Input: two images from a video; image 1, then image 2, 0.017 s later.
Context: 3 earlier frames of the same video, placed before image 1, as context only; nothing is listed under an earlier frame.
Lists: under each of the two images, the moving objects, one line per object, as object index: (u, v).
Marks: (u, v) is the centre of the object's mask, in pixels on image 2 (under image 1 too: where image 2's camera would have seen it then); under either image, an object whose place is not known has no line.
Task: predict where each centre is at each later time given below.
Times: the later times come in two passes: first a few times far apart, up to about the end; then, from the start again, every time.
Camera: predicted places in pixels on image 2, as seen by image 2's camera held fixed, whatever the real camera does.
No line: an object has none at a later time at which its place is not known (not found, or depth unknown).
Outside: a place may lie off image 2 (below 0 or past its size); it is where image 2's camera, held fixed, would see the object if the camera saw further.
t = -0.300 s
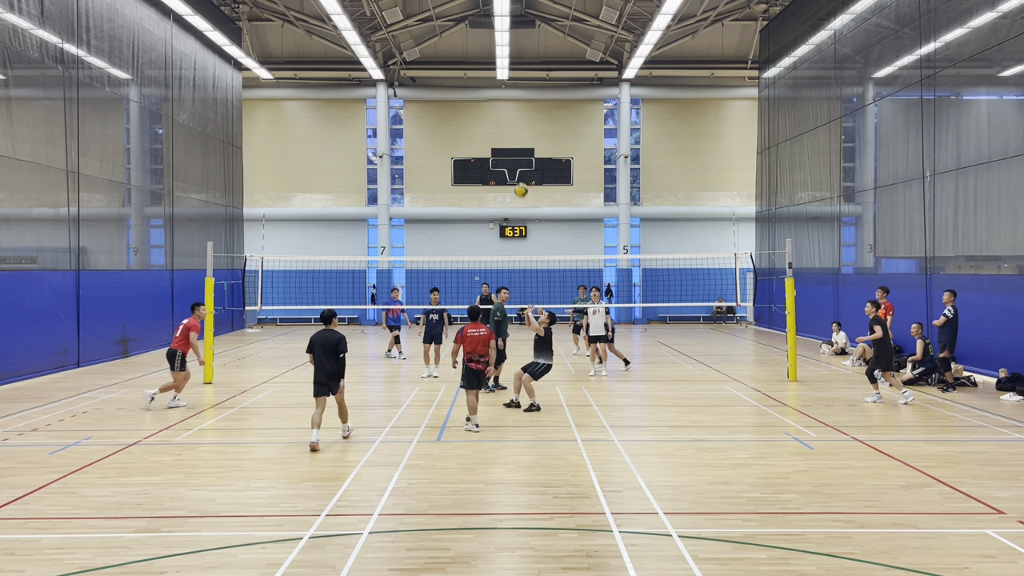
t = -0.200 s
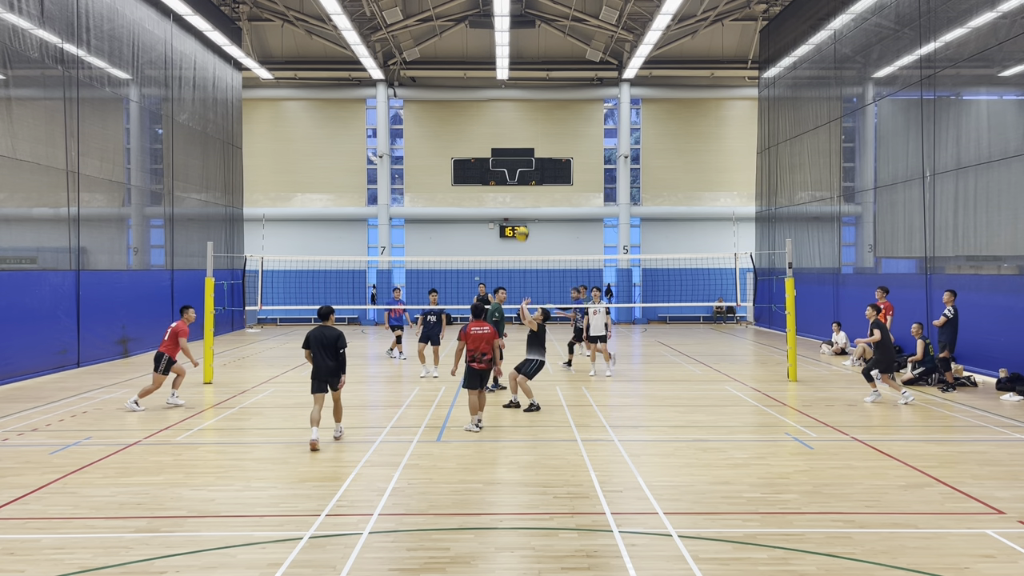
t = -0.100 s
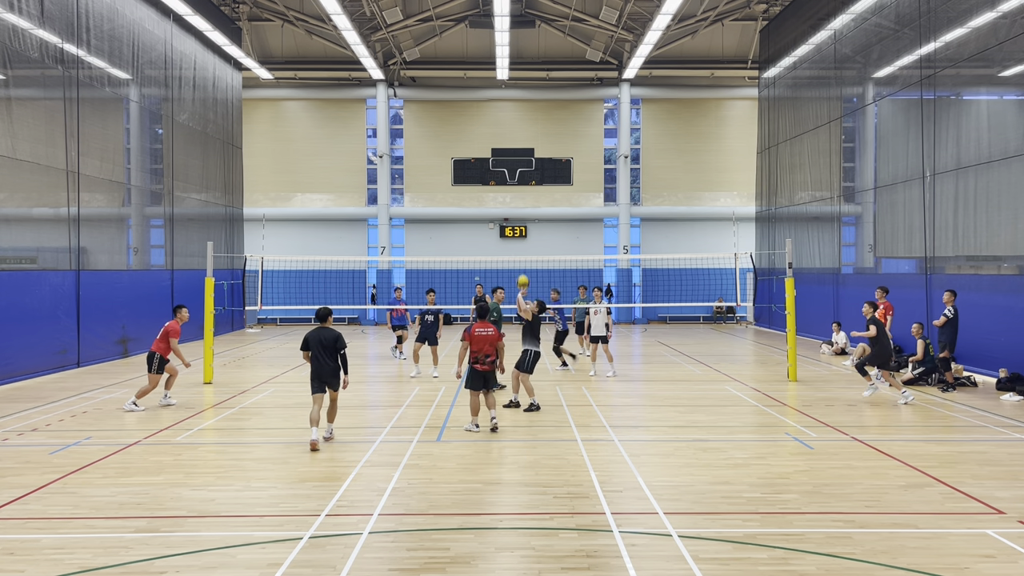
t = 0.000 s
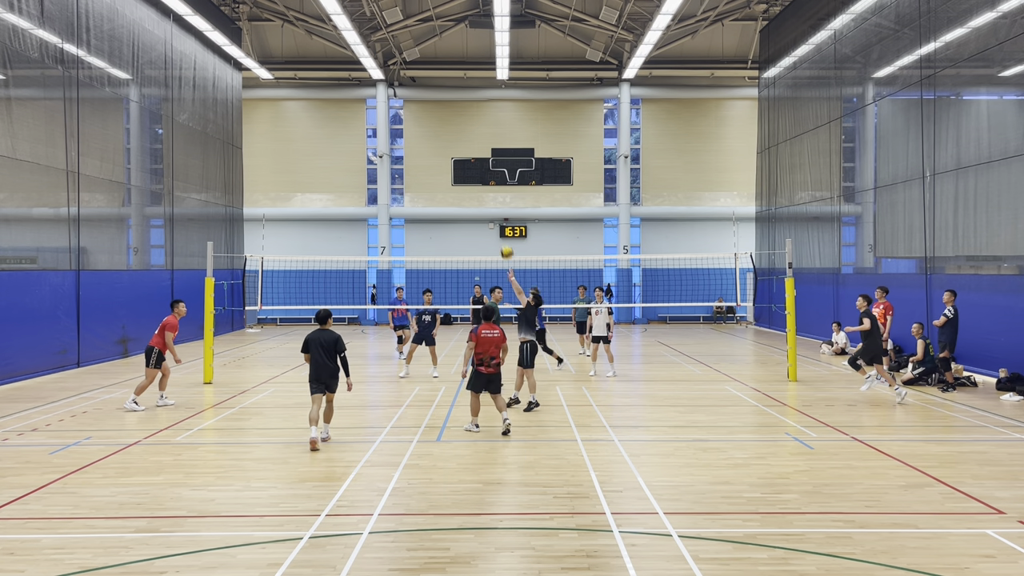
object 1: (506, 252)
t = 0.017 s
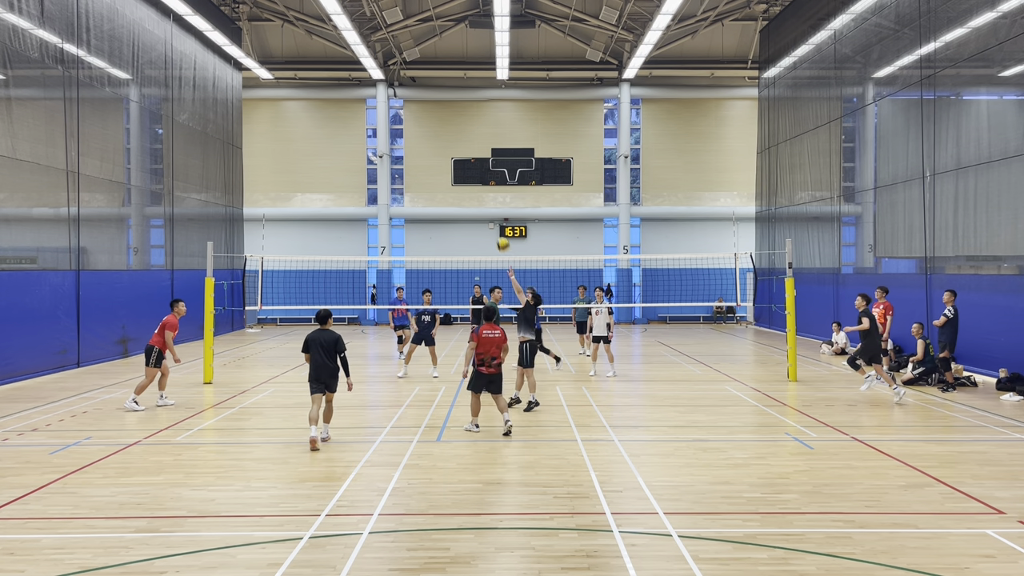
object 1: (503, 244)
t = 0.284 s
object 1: (442, 147)
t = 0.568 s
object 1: (383, 102)
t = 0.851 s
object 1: (330, 105)
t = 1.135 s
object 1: (282, 153)
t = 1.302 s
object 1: (257, 199)
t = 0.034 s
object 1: (499, 236)
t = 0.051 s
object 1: (495, 229)
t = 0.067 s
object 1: (491, 222)
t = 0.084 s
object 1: (487, 215)
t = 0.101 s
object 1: (483, 208)
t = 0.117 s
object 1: (479, 201)
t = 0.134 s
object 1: (475, 195)
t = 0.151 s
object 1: (472, 188)
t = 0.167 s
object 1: (467, 182)
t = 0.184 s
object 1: (464, 177)
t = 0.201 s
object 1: (460, 172)
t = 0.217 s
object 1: (457, 166)
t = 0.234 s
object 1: (453, 162)
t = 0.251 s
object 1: (449, 157)
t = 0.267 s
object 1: (445, 152)
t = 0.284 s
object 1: (442, 147)
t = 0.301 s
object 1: (438, 143)
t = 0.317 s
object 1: (434, 139)
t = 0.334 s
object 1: (431, 135)
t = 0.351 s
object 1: (427, 131)
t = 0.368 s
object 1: (424, 128)
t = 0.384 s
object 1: (420, 125)
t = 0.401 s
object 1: (417, 122)
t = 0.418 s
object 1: (414, 119)
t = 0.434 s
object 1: (410, 116)
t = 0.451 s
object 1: (406, 113)
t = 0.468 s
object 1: (403, 112)
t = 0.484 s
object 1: (400, 109)
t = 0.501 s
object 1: (397, 107)
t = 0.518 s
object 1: (393, 106)
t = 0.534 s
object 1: (390, 104)
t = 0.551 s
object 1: (386, 103)
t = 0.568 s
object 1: (383, 102)
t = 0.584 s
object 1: (380, 100)
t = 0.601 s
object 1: (376, 99)
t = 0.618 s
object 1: (373, 98)
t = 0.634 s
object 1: (370, 98)
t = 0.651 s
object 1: (367, 97)
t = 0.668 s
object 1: (364, 97)
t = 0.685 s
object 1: (360, 97)
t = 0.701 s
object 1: (357, 97)
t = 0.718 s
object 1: (354, 97)
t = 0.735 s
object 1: (351, 98)
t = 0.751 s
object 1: (348, 98)
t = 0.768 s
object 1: (345, 99)
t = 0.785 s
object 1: (342, 100)
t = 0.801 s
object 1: (339, 101)
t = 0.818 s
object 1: (336, 102)
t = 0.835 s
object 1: (333, 103)
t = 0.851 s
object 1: (330, 105)
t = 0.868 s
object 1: (327, 106)
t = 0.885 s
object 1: (324, 108)
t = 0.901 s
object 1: (321, 110)
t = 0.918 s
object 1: (318, 112)
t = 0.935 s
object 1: (315, 115)
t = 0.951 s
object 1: (313, 117)
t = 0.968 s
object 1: (310, 120)
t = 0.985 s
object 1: (307, 122)
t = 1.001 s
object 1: (304, 125)
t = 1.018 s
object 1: (301, 128)
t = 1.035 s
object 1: (298, 131)
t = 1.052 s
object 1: (296, 134)
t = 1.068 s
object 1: (293, 138)
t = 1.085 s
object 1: (290, 141)
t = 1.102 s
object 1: (288, 145)
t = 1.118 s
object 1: (285, 149)
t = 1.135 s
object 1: (282, 153)
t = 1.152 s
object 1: (280, 157)
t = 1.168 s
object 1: (277, 161)
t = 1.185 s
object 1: (275, 165)
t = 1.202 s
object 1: (272, 170)
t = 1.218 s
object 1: (270, 174)
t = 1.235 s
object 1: (267, 179)
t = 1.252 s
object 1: (265, 183)
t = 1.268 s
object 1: (262, 188)
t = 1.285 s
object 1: (260, 193)
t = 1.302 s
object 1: (257, 199)
